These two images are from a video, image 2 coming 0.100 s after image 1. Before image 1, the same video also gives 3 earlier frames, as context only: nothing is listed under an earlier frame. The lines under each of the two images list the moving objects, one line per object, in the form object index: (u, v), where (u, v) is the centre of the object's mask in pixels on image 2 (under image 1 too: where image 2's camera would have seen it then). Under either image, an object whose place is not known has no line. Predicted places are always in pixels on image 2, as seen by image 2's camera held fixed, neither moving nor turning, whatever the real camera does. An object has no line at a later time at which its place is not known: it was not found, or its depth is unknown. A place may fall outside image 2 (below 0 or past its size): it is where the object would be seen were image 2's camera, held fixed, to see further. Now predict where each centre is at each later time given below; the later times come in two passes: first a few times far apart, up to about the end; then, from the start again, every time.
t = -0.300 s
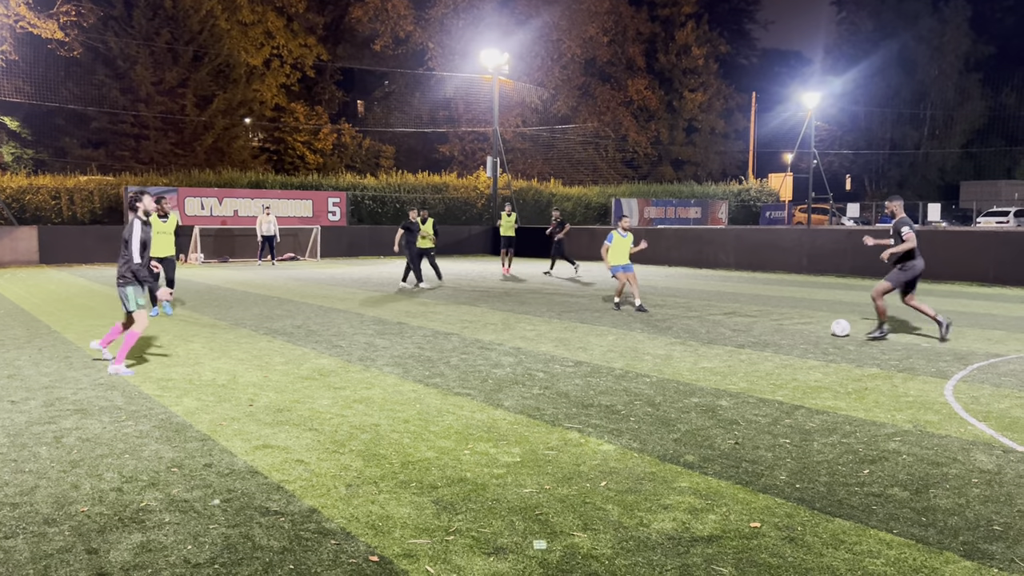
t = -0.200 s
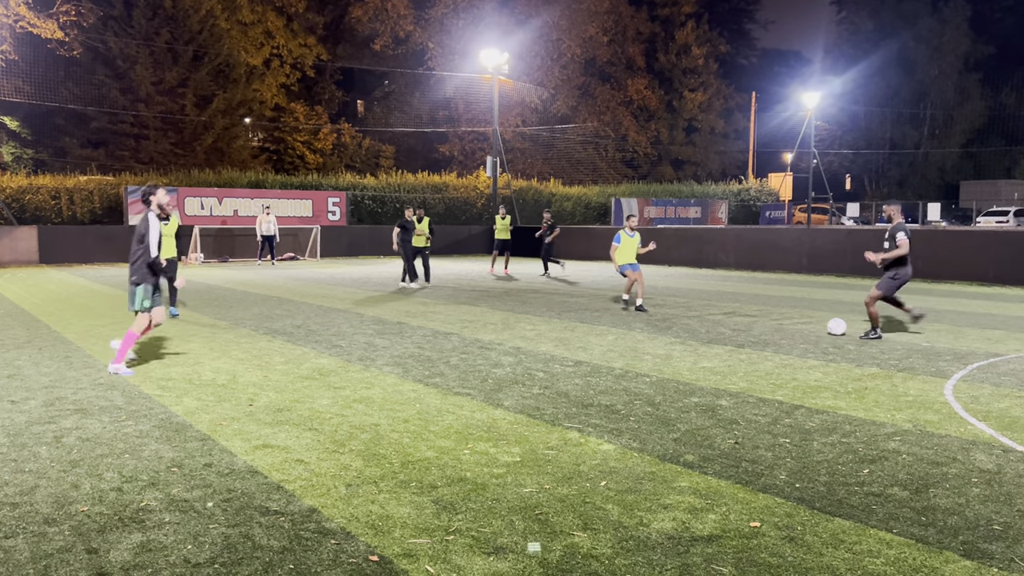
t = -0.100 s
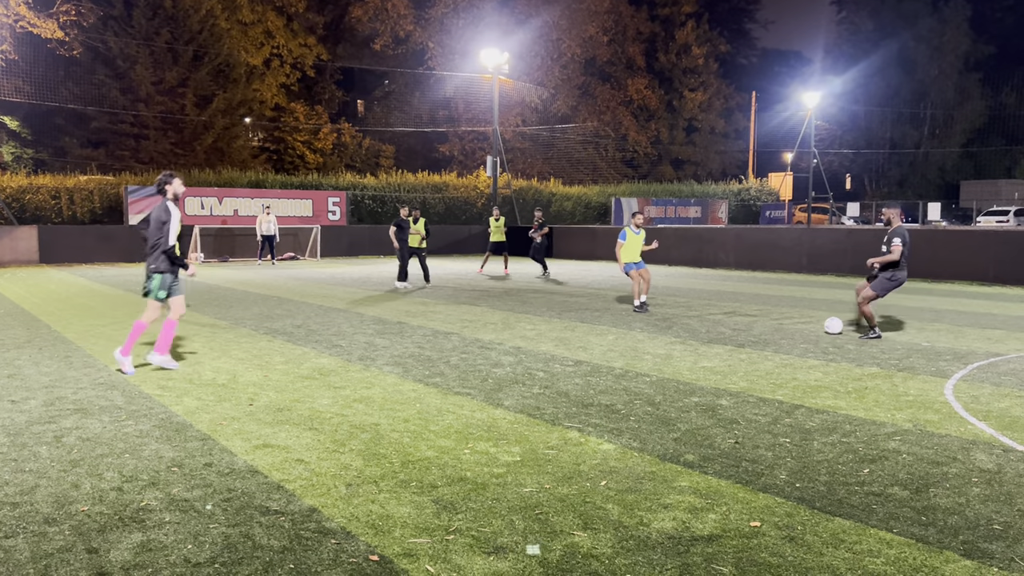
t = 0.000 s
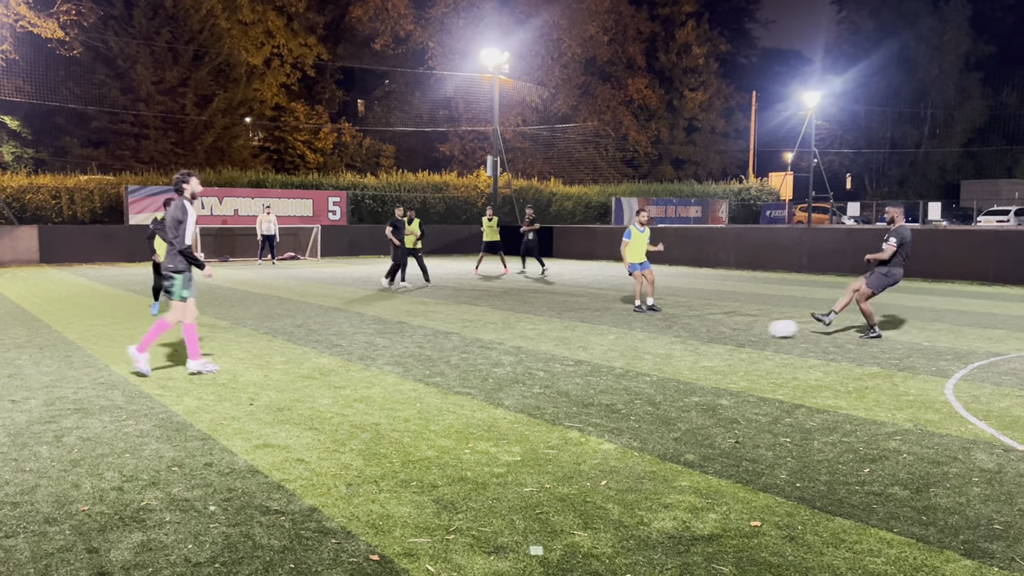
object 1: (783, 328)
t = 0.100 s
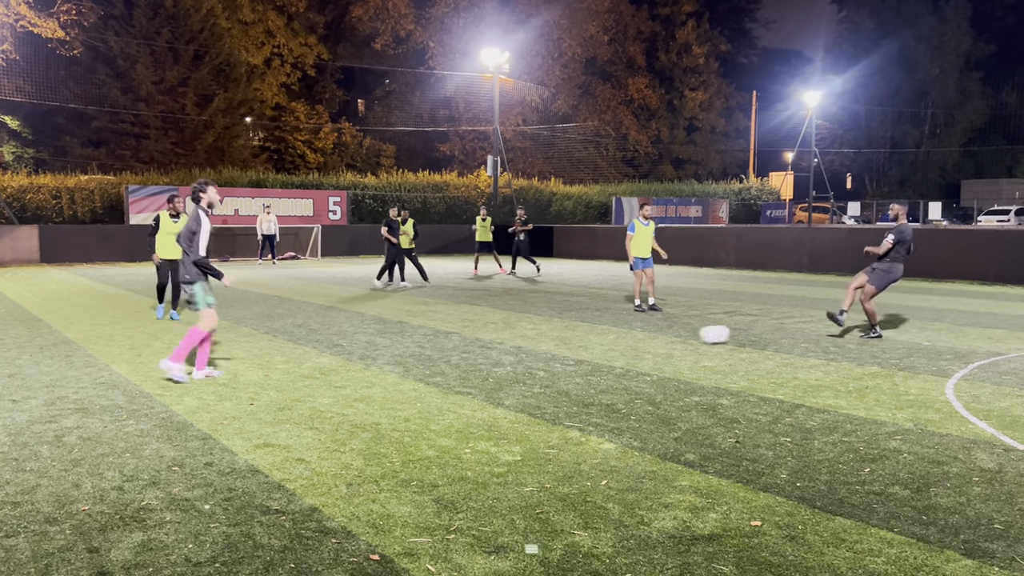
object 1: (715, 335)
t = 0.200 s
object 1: (643, 341)
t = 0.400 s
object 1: (494, 354)
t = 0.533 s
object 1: (387, 364)
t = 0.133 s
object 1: (691, 337)
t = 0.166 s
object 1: (668, 339)
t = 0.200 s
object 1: (643, 341)
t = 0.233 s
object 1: (618, 344)
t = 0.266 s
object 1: (594, 345)
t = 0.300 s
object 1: (569, 348)
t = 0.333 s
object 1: (544, 350)
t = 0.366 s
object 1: (519, 351)
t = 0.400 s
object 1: (494, 354)
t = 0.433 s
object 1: (467, 357)
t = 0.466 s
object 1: (441, 359)
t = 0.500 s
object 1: (414, 361)
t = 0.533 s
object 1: (387, 364)
